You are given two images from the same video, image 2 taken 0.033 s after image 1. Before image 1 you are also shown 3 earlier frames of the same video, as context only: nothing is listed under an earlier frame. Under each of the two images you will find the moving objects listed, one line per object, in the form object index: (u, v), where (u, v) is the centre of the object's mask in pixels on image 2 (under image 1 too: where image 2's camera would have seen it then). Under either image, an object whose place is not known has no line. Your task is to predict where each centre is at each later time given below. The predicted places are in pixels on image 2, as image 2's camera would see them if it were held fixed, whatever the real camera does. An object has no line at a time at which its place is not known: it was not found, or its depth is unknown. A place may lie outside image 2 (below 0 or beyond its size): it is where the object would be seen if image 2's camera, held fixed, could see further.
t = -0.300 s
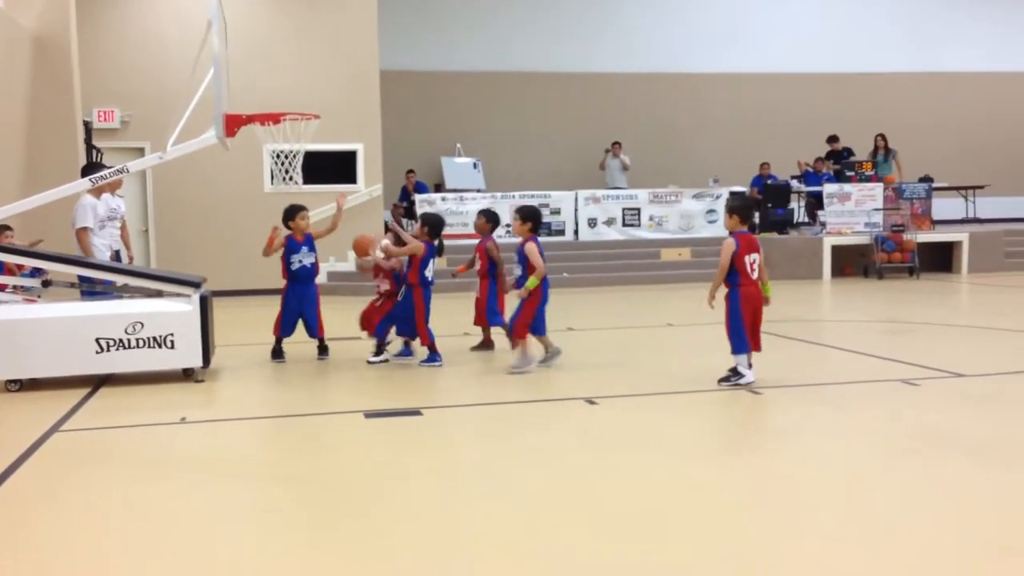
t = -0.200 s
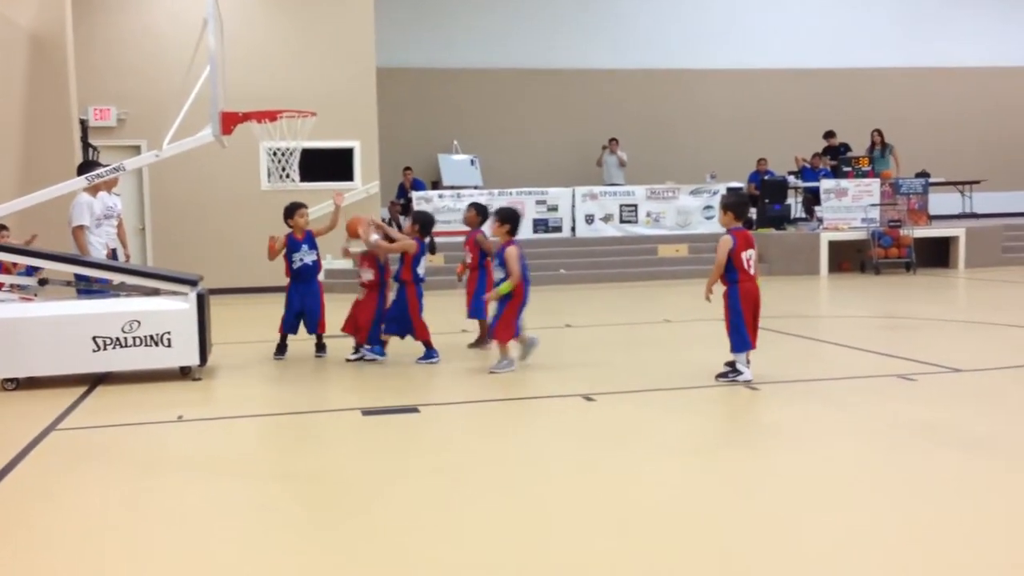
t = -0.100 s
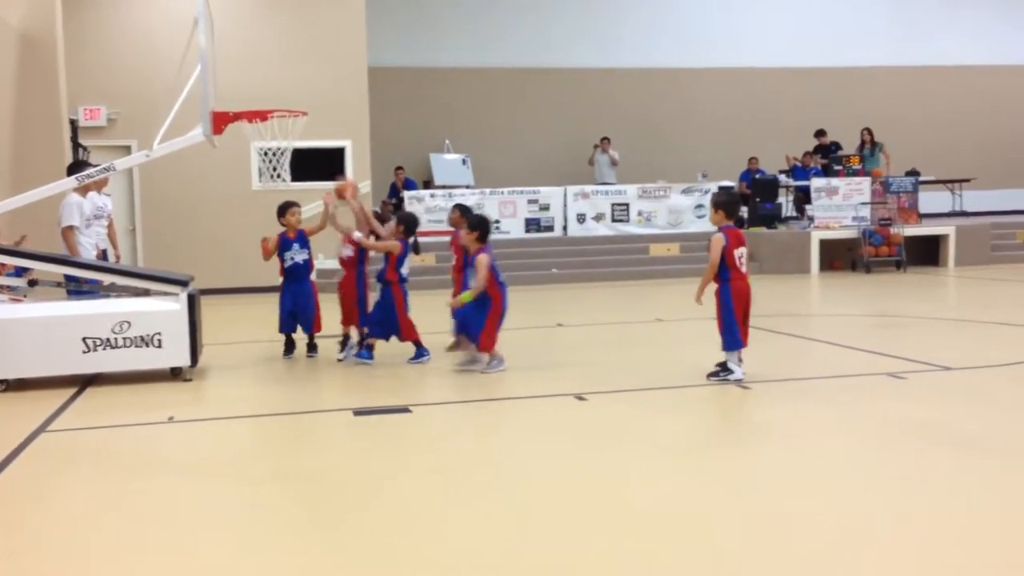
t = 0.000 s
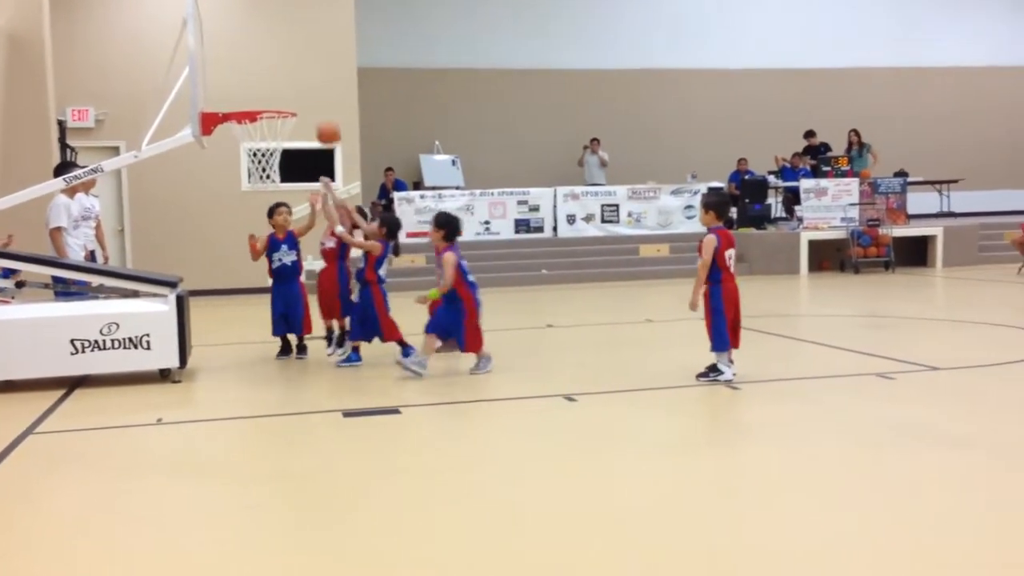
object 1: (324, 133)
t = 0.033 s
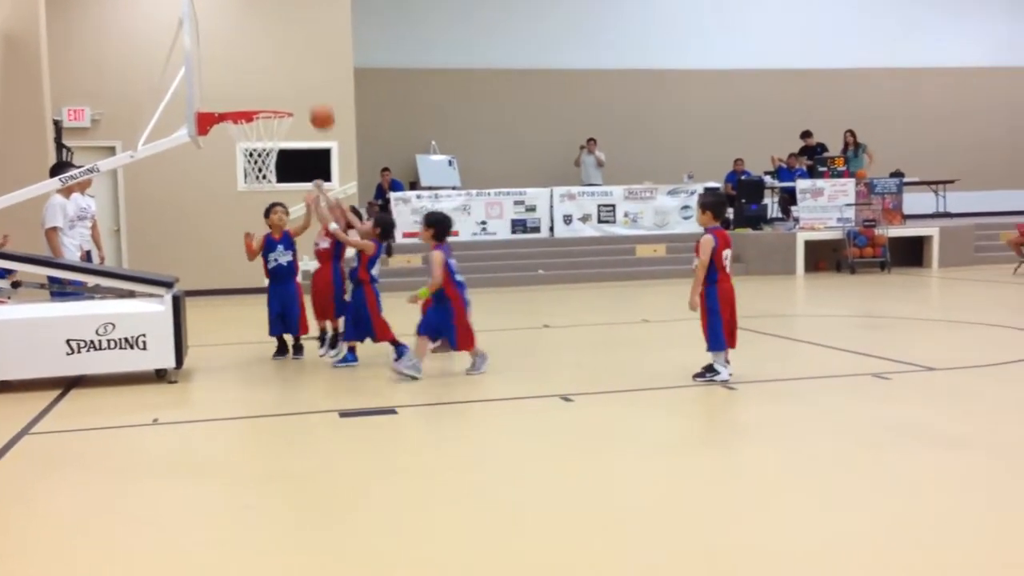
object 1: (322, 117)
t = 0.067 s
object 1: (319, 102)
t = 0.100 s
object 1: (316, 88)
